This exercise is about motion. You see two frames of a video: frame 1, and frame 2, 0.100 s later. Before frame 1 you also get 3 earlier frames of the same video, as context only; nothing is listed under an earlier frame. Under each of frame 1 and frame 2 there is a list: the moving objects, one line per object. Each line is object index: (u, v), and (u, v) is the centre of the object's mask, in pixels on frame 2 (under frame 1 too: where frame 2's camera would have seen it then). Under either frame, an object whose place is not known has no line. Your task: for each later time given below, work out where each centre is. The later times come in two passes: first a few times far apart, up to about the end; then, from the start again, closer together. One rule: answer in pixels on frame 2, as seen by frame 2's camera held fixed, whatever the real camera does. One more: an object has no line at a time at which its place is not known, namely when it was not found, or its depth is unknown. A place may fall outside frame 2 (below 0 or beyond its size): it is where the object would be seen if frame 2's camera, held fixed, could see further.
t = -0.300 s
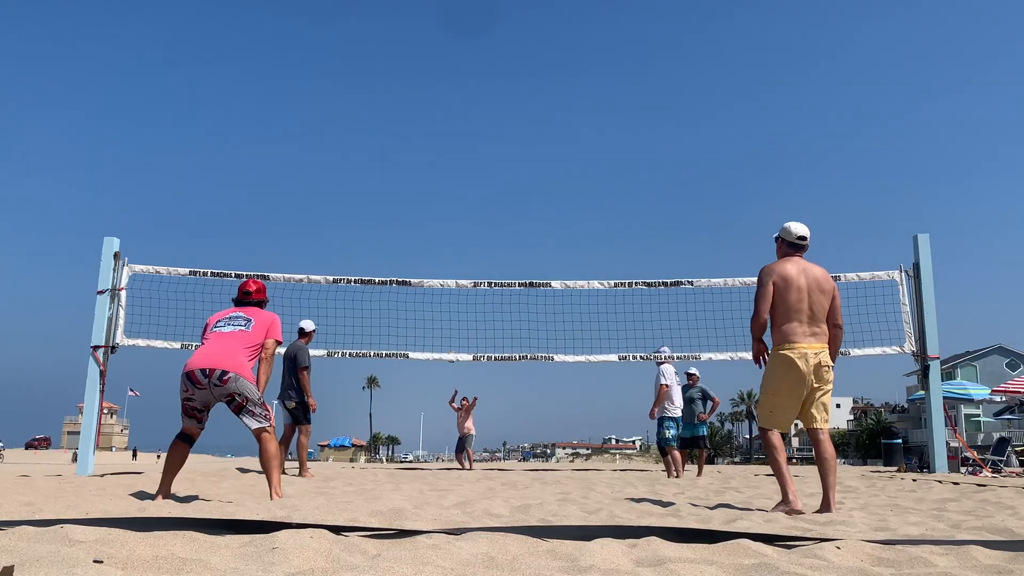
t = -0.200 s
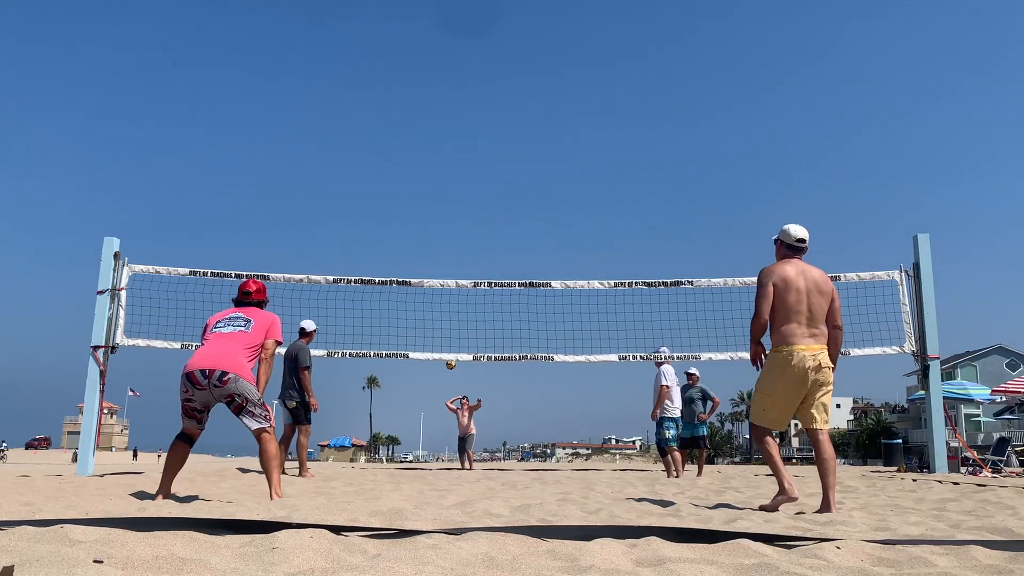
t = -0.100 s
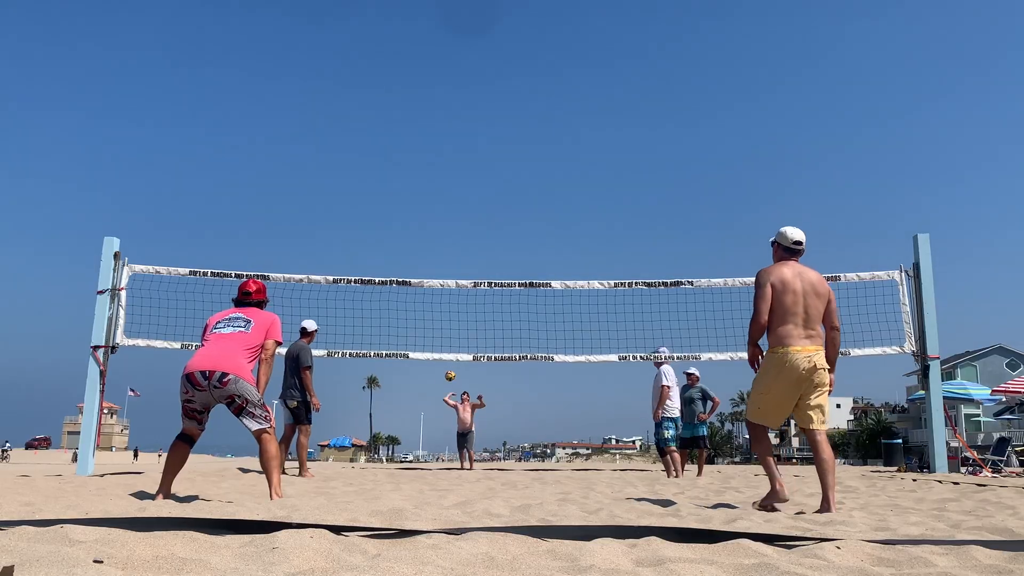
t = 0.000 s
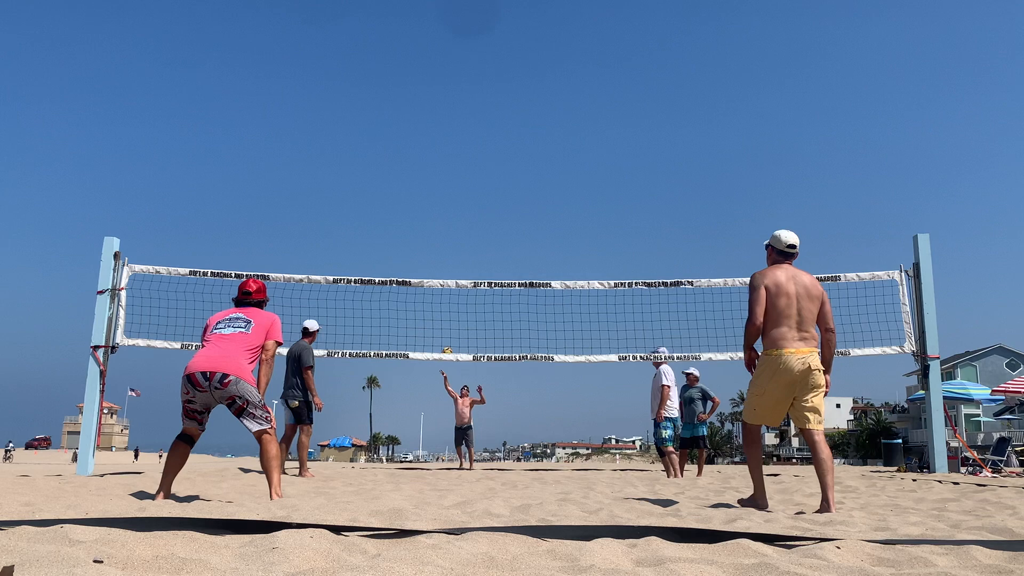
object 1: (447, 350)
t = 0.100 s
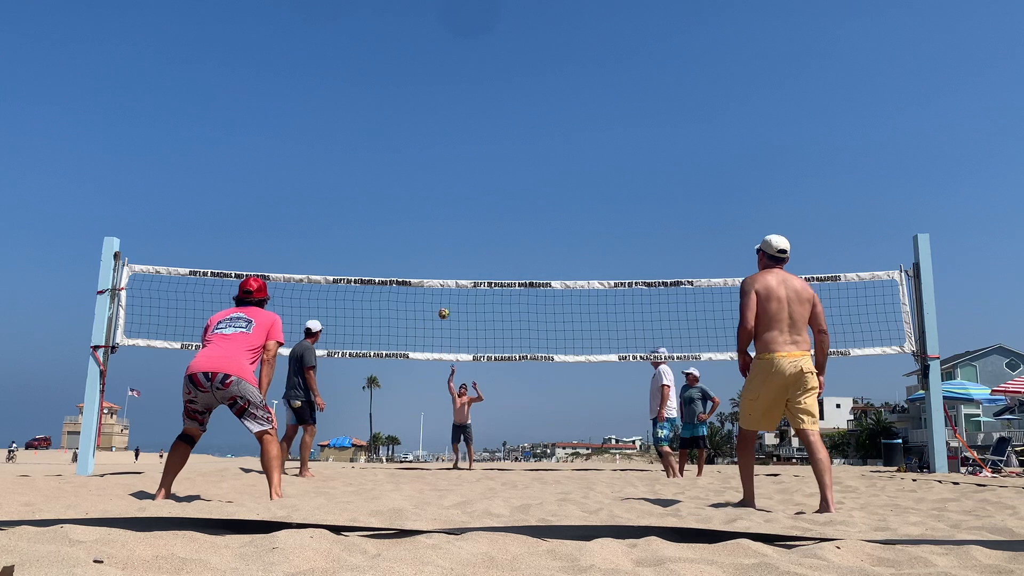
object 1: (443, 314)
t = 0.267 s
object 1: (436, 255)
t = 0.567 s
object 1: (420, 173)
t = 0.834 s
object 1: (405, 133)
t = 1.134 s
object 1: (382, 146)
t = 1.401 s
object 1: (359, 229)
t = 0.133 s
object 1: (442, 301)
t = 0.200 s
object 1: (440, 276)
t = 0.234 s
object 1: (438, 266)
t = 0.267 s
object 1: (436, 255)
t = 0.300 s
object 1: (435, 245)
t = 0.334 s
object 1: (433, 234)
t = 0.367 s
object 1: (431, 224)
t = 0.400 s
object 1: (429, 214)
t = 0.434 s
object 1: (428, 205)
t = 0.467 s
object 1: (426, 196)
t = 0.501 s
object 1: (424, 188)
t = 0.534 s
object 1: (422, 180)
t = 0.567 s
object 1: (420, 173)
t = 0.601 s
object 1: (418, 166)
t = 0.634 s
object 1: (416, 160)
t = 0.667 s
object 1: (414, 154)
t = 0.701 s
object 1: (412, 148)
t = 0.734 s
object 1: (410, 143)
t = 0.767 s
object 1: (408, 139)
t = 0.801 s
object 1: (407, 136)
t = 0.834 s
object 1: (405, 133)
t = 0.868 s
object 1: (403, 131)
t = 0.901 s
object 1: (400, 130)
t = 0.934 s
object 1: (398, 130)
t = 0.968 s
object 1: (395, 130)
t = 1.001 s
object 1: (393, 132)
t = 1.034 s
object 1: (391, 134)
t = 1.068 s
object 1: (388, 137)
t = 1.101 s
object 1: (385, 141)
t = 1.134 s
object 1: (382, 146)
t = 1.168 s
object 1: (380, 151)
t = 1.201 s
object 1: (377, 158)
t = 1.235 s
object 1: (374, 166)
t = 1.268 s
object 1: (371, 175)
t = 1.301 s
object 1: (368, 186)
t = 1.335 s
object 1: (365, 199)
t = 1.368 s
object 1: (362, 213)
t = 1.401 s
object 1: (359, 229)
